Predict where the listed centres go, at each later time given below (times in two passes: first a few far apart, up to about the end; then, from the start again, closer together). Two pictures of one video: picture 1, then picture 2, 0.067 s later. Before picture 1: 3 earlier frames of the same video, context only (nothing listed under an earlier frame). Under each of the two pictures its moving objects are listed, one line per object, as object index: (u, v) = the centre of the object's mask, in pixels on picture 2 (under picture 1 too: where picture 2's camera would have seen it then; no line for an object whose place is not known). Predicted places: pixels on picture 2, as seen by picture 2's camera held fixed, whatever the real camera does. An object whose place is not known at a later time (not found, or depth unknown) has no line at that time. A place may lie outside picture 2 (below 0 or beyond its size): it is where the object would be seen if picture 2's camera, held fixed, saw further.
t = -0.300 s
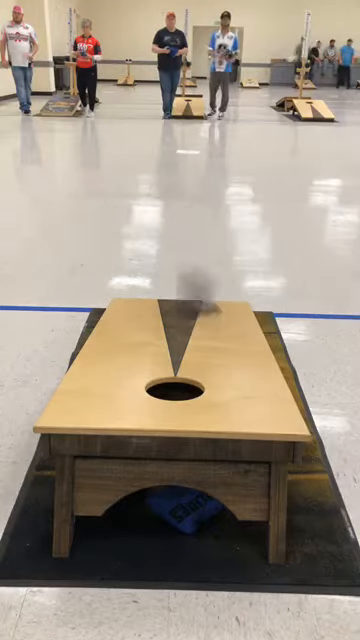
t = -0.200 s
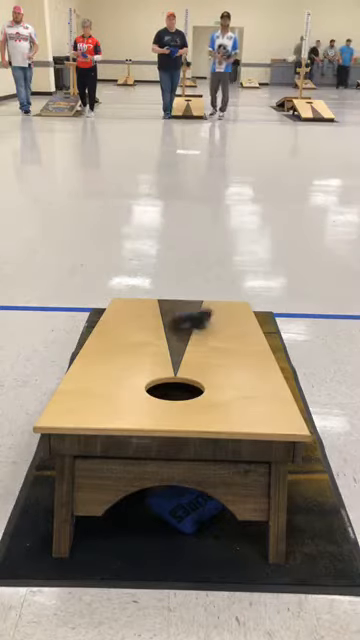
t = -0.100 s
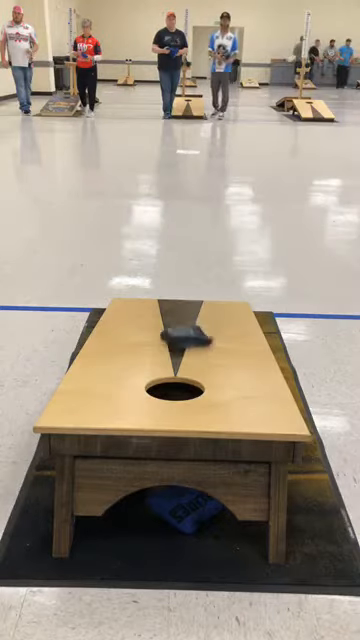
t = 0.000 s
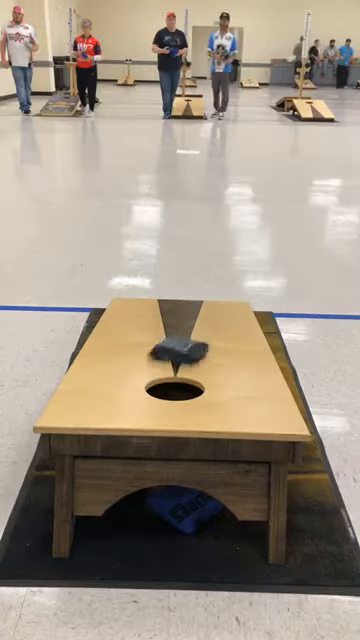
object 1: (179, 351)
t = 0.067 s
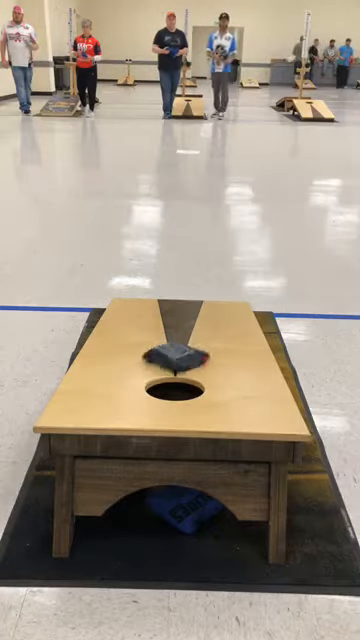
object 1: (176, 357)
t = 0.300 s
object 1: (174, 361)
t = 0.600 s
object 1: (174, 361)
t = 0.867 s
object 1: (174, 361)
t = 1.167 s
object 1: (174, 361)
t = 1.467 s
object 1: (174, 361)
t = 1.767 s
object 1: (174, 361)
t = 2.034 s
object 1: (174, 361)
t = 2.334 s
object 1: (174, 361)
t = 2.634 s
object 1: (174, 361)
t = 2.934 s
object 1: (174, 361)
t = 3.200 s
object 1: (174, 361)
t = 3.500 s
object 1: (171, 366)
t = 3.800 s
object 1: (168, 377)
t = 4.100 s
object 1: (168, 377)
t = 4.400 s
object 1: (168, 378)
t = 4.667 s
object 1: (168, 378)
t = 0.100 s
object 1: (175, 359)
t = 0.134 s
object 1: (174, 360)
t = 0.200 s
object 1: (174, 361)
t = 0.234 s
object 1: (174, 361)
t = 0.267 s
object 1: (174, 361)
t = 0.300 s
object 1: (174, 361)
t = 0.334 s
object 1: (174, 361)
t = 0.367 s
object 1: (174, 361)
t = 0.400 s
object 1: (174, 361)
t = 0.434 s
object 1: (174, 361)
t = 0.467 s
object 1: (174, 361)
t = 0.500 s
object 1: (174, 361)
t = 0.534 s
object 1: (174, 361)
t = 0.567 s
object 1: (174, 361)
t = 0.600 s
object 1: (174, 361)
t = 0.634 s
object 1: (174, 361)
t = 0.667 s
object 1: (174, 361)
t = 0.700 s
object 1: (174, 361)
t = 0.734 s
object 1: (174, 361)
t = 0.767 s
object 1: (174, 361)
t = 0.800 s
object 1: (174, 361)
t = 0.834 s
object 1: (174, 361)
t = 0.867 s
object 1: (174, 361)
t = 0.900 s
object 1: (174, 361)
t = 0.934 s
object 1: (174, 361)
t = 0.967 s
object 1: (174, 361)
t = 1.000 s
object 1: (174, 361)
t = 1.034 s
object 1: (174, 361)
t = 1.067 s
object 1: (174, 361)
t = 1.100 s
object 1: (174, 361)
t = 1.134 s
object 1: (174, 361)
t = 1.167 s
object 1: (174, 361)
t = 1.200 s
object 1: (174, 361)
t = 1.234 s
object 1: (174, 361)
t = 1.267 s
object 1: (174, 361)
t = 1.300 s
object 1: (174, 361)
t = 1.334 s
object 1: (174, 361)
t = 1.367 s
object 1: (174, 361)
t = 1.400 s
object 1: (174, 361)
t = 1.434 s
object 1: (174, 361)
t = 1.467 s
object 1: (174, 361)
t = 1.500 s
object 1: (174, 361)
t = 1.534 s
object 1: (174, 361)
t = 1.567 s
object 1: (174, 361)
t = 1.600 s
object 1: (174, 361)
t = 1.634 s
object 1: (174, 361)
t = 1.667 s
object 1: (174, 361)
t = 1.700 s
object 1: (174, 361)
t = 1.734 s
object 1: (174, 361)
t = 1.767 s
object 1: (174, 361)
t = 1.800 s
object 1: (174, 361)
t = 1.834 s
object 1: (174, 361)
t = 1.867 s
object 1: (174, 361)
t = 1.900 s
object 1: (174, 361)
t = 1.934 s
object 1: (174, 361)
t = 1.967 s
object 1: (174, 361)
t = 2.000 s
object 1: (174, 361)
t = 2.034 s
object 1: (174, 361)
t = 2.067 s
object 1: (174, 361)
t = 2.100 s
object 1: (174, 361)
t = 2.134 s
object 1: (174, 361)
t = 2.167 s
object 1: (174, 361)
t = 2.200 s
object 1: (174, 361)
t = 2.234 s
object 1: (174, 361)
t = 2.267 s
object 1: (174, 361)
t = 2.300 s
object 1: (174, 361)
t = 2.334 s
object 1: (174, 361)
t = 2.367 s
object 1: (174, 361)
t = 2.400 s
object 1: (174, 361)
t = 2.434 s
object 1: (174, 361)
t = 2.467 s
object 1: (174, 361)
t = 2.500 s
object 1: (174, 361)
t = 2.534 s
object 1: (174, 361)
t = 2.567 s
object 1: (174, 361)
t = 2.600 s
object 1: (174, 361)
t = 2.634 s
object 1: (174, 361)
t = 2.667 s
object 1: (174, 361)
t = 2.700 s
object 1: (174, 361)
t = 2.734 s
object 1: (174, 361)
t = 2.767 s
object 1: (174, 361)
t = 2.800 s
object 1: (174, 361)
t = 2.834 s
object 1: (174, 361)
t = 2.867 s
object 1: (174, 361)
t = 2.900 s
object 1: (174, 361)
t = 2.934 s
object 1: (174, 361)
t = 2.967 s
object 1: (174, 361)
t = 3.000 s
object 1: (174, 361)
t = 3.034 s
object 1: (174, 361)
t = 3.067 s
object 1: (174, 361)
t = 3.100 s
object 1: (174, 361)
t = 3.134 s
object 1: (174, 361)
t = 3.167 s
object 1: (174, 361)
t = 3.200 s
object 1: (174, 361)
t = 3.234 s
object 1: (174, 361)
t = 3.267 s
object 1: (174, 361)
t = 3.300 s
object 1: (174, 361)
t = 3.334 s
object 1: (174, 361)
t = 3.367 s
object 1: (174, 361)
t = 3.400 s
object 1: (174, 361)
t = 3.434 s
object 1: (173, 361)
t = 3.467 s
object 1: (173, 363)
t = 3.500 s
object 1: (171, 366)
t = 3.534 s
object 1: (169, 369)
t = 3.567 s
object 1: (168, 372)
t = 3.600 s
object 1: (168, 375)
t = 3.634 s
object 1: (168, 377)
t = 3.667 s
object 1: (168, 377)
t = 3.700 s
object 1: (168, 377)
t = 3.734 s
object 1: (168, 377)
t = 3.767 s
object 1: (168, 377)
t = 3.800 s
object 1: (168, 377)
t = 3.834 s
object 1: (168, 377)
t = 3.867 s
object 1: (168, 377)
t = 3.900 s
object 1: (168, 377)
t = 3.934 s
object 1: (168, 377)
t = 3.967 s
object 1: (168, 377)
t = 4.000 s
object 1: (168, 377)
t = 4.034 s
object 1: (168, 377)
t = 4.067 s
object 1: (168, 377)
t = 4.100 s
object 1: (168, 377)
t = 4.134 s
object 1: (168, 377)
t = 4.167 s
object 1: (168, 377)
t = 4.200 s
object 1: (168, 377)
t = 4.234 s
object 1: (168, 377)
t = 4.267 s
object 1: (168, 378)
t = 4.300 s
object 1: (168, 378)
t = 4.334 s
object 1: (168, 378)
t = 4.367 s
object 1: (168, 378)
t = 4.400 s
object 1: (168, 378)
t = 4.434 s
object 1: (168, 378)
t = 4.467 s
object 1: (168, 378)
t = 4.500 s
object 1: (168, 378)
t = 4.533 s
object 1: (168, 378)
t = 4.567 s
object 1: (168, 378)
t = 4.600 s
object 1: (168, 378)
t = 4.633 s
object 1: (168, 378)
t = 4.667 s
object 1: (168, 378)
